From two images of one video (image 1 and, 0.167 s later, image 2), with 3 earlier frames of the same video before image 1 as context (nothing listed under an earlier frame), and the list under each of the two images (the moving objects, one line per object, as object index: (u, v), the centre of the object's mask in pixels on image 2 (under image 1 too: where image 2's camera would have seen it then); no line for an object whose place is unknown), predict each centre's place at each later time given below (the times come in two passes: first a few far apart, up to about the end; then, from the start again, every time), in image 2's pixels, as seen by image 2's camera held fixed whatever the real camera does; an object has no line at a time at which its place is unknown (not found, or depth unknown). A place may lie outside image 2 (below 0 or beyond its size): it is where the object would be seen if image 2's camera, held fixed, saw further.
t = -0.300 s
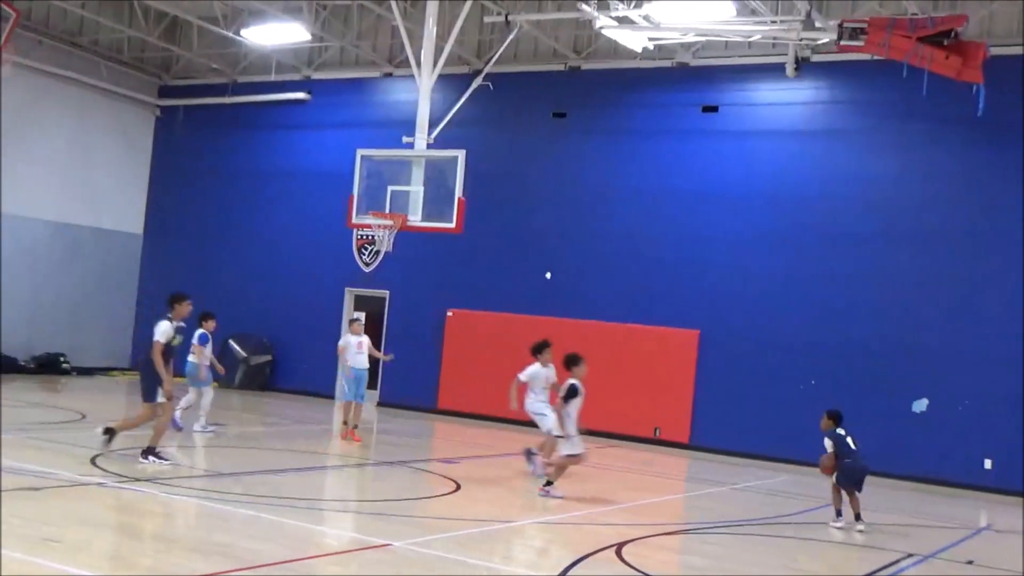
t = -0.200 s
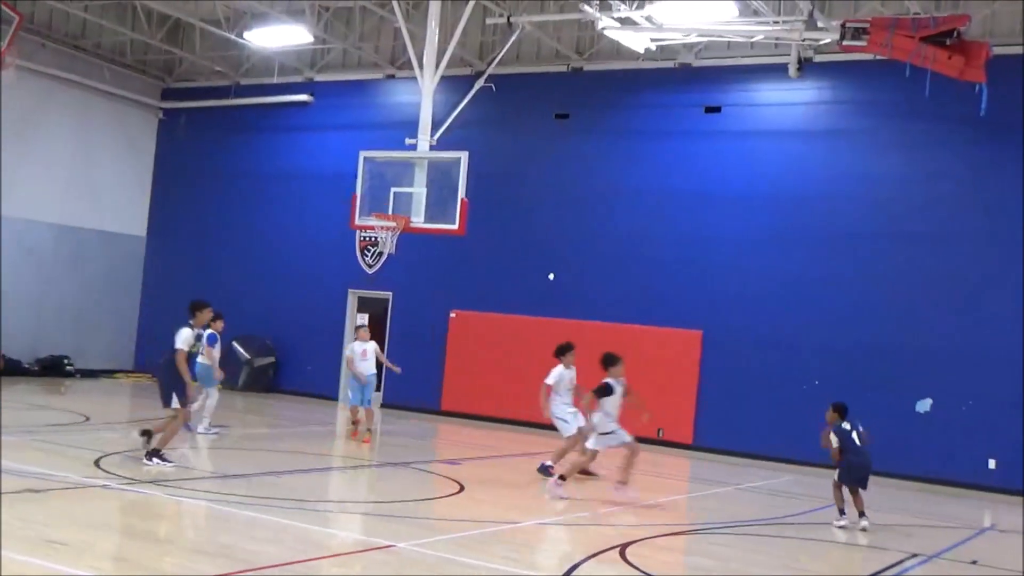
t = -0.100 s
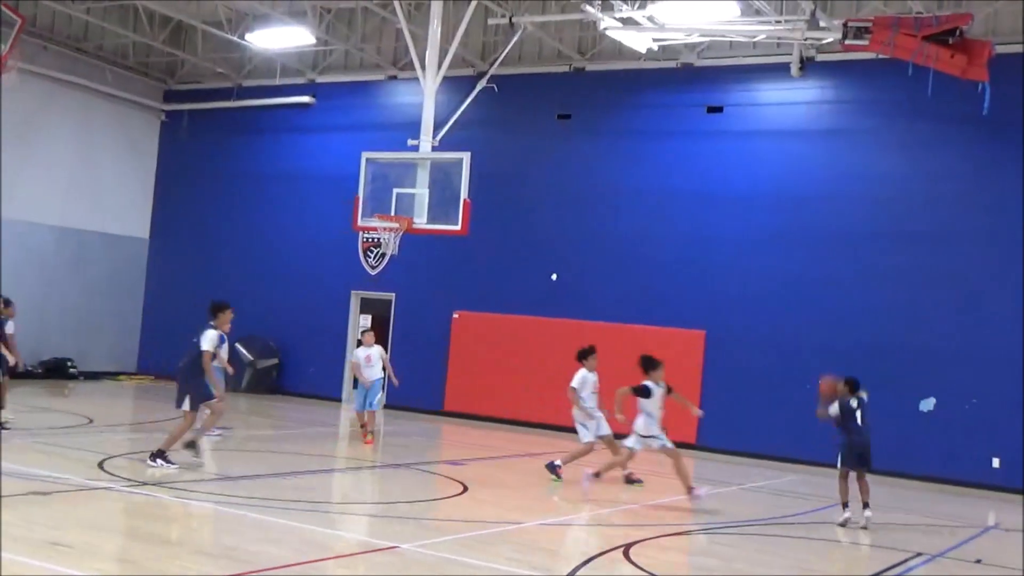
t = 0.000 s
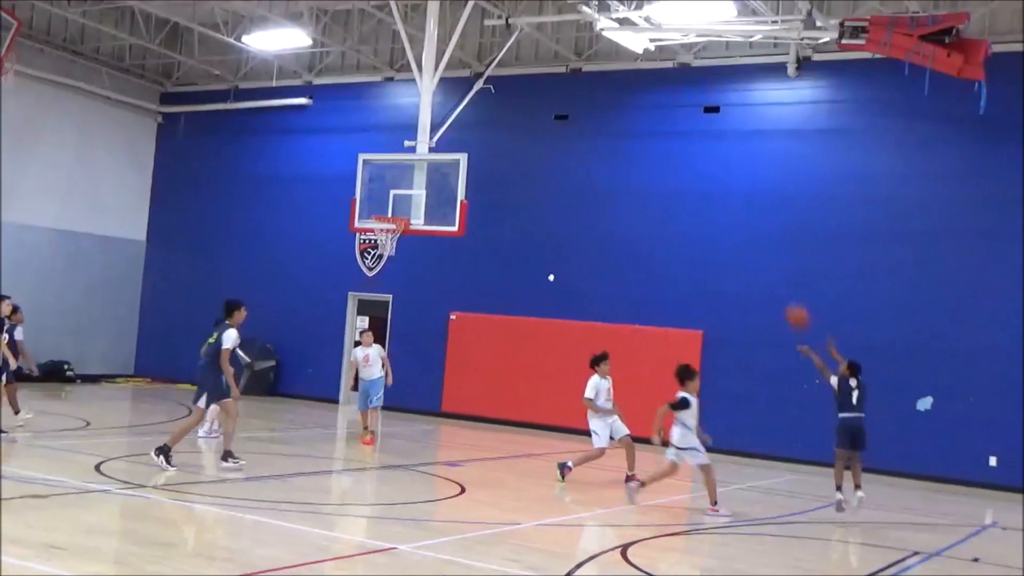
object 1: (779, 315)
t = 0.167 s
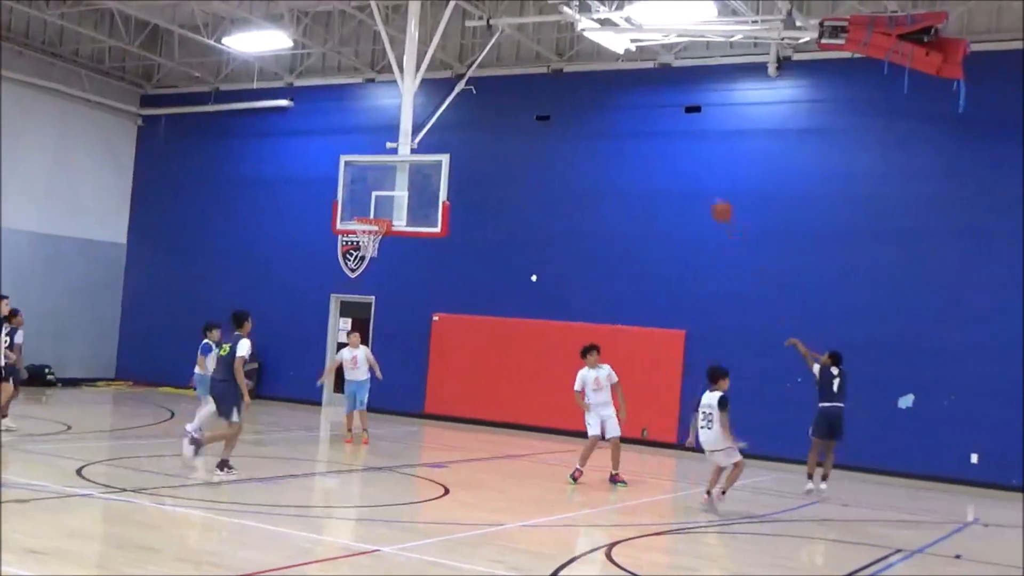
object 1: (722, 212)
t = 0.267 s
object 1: (688, 164)
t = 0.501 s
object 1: (614, 94)
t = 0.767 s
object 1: (534, 74)
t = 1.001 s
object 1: (467, 99)
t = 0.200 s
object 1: (710, 195)
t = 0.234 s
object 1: (699, 179)
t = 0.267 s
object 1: (688, 164)
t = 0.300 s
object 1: (677, 151)
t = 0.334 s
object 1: (667, 139)
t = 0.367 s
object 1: (656, 129)
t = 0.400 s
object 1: (645, 118)
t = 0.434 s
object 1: (634, 109)
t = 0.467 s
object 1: (624, 101)
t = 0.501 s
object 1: (614, 94)
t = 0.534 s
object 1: (604, 89)
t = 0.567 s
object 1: (594, 83)
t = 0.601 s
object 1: (584, 80)
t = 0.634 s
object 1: (573, 77)
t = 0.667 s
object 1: (563, 75)
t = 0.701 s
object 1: (553, 74)
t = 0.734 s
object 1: (544, 74)
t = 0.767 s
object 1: (534, 74)
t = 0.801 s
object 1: (524, 75)
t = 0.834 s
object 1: (514, 77)
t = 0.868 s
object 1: (505, 79)
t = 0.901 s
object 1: (496, 84)
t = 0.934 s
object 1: (486, 88)
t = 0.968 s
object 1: (476, 93)
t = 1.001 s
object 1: (467, 99)
